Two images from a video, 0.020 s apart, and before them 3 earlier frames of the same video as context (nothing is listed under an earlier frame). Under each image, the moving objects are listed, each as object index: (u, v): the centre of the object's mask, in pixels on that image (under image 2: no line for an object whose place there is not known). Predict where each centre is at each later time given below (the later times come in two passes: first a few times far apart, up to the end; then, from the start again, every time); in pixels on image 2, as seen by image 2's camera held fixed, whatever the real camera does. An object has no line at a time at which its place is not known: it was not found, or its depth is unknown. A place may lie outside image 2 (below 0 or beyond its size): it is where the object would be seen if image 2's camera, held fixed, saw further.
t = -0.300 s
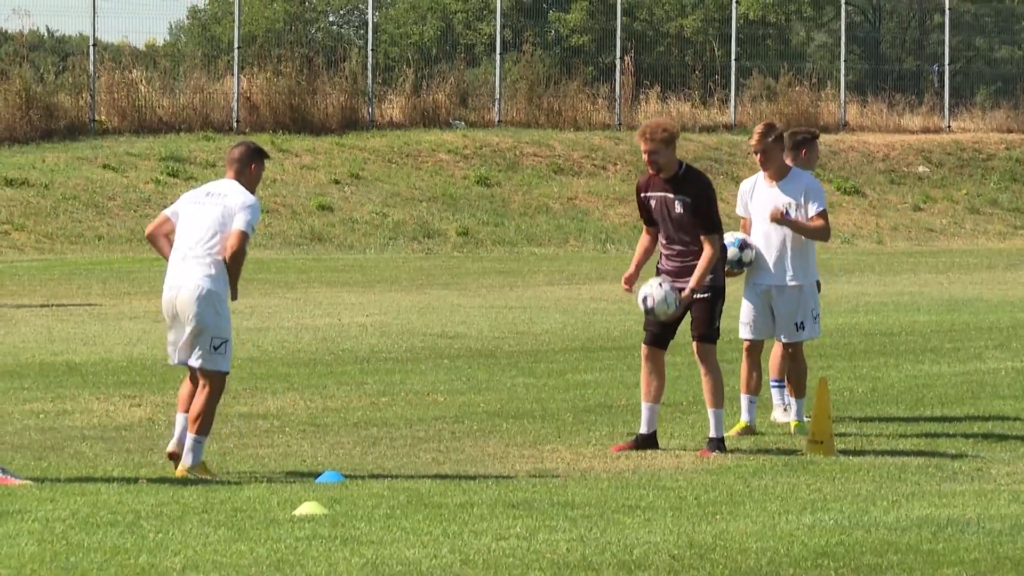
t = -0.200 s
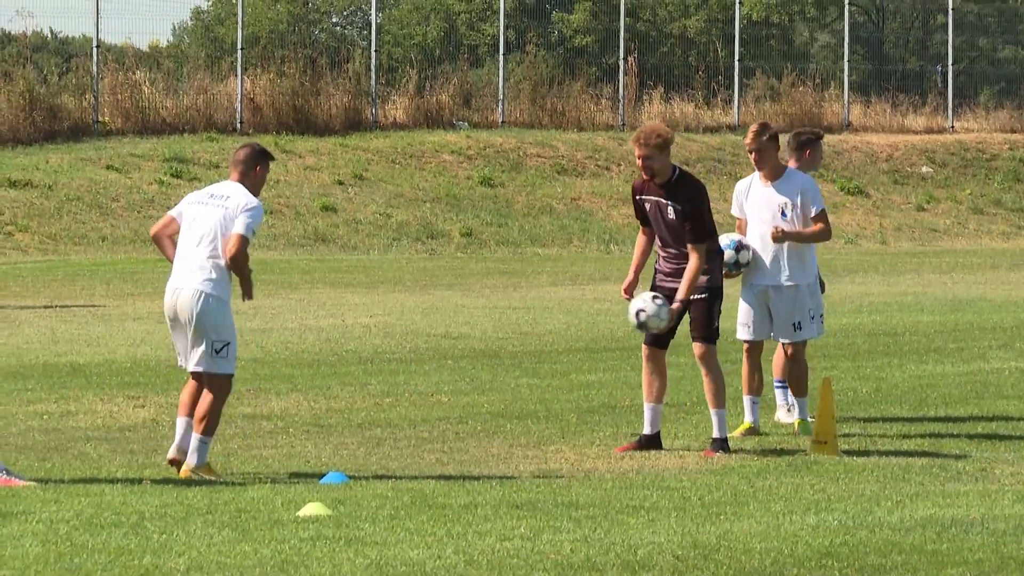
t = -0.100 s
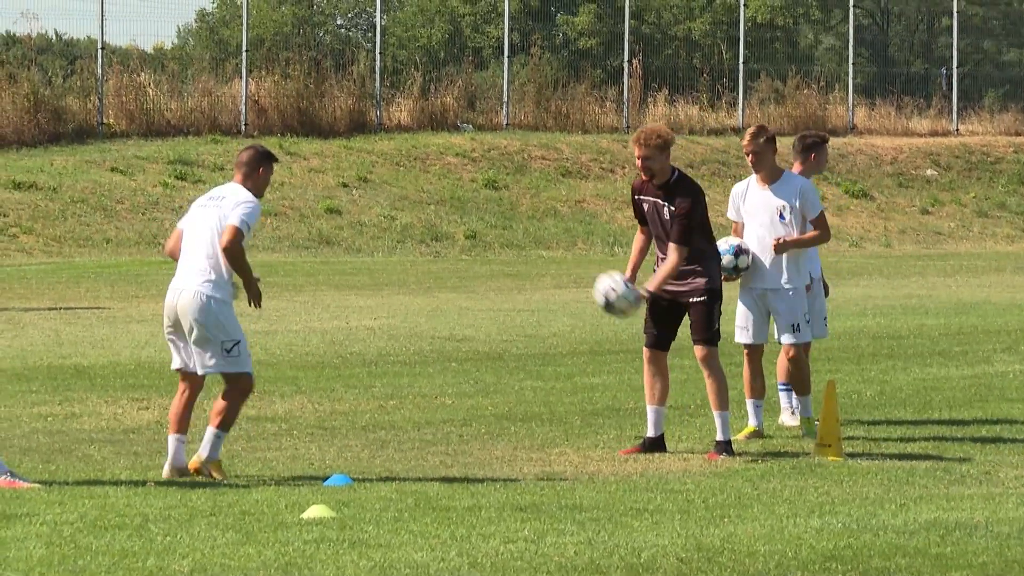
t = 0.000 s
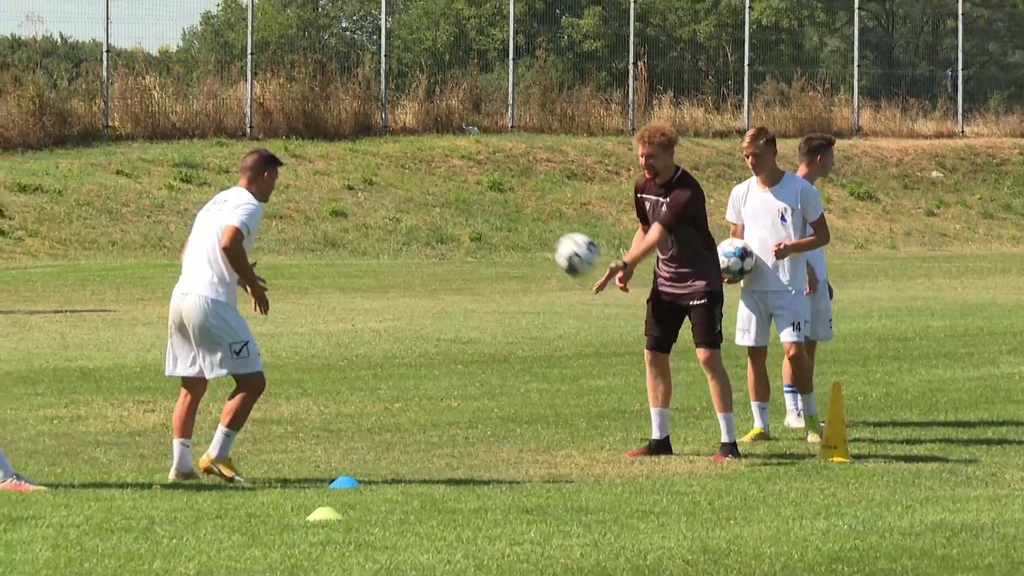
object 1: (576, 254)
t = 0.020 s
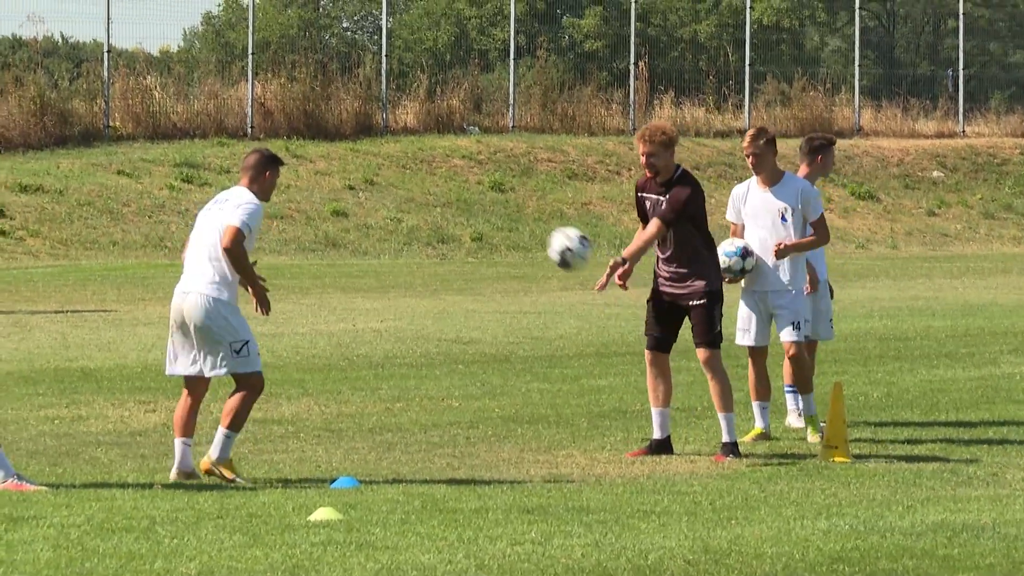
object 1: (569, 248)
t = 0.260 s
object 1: (463, 231)
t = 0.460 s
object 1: (371, 303)
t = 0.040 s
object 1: (559, 242)
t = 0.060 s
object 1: (551, 237)
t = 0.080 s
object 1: (543, 233)
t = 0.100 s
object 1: (534, 231)
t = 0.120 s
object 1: (524, 228)
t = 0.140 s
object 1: (517, 226)
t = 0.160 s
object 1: (507, 225)
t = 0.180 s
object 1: (499, 225)
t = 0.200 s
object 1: (490, 225)
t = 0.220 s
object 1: (481, 226)
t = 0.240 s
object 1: (471, 229)
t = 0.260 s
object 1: (463, 231)
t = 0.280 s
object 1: (453, 236)
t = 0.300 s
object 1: (445, 240)
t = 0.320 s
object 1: (436, 245)
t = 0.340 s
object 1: (426, 250)
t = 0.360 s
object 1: (417, 257)
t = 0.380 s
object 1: (408, 265)
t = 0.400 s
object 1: (399, 274)
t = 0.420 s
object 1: (390, 283)
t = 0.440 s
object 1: (381, 293)
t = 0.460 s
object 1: (371, 303)
